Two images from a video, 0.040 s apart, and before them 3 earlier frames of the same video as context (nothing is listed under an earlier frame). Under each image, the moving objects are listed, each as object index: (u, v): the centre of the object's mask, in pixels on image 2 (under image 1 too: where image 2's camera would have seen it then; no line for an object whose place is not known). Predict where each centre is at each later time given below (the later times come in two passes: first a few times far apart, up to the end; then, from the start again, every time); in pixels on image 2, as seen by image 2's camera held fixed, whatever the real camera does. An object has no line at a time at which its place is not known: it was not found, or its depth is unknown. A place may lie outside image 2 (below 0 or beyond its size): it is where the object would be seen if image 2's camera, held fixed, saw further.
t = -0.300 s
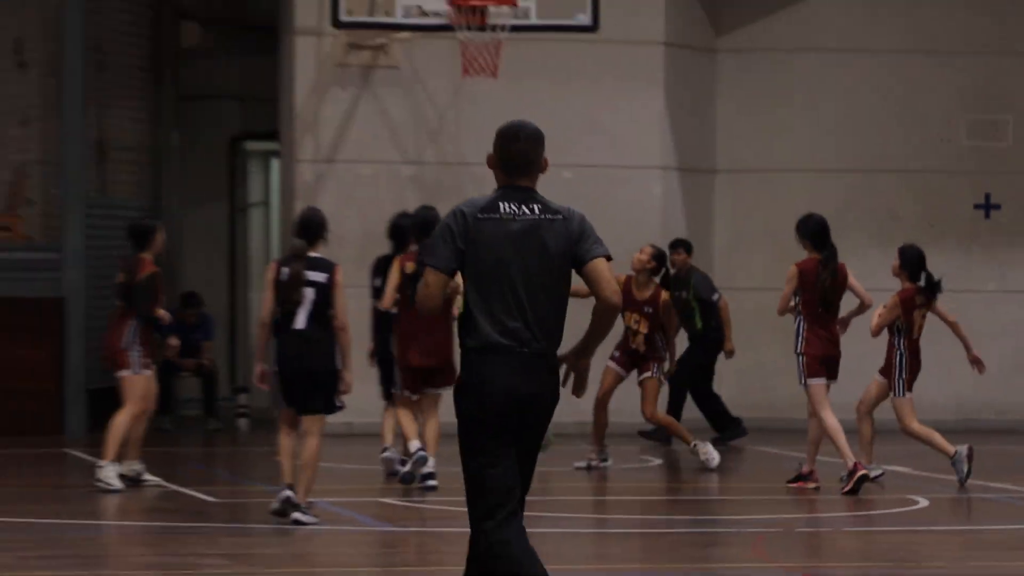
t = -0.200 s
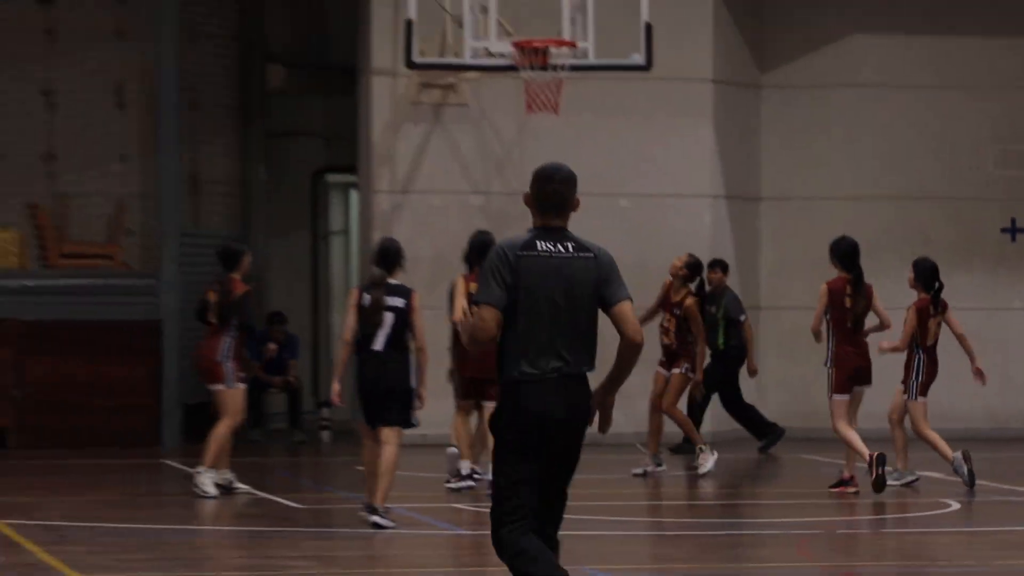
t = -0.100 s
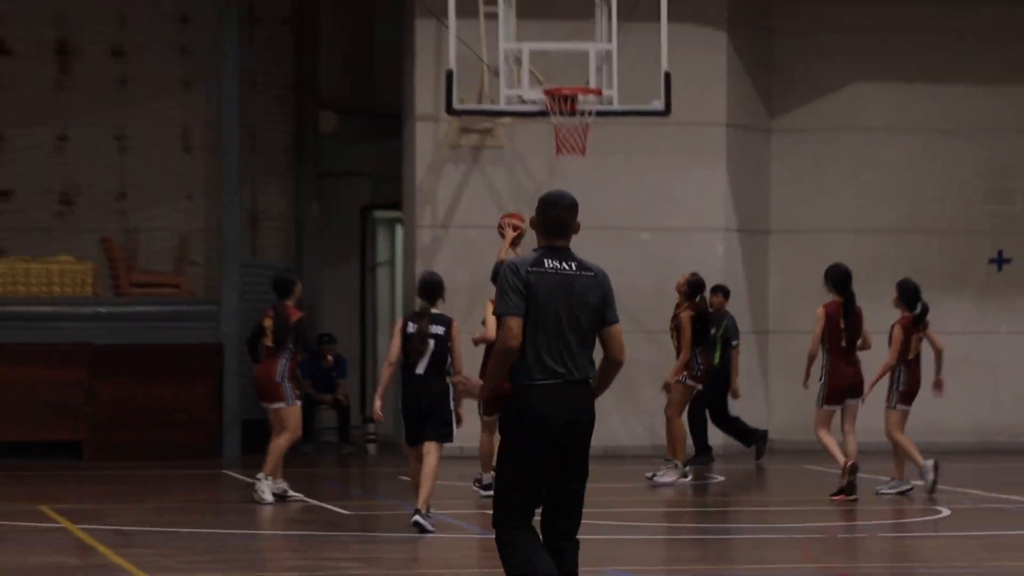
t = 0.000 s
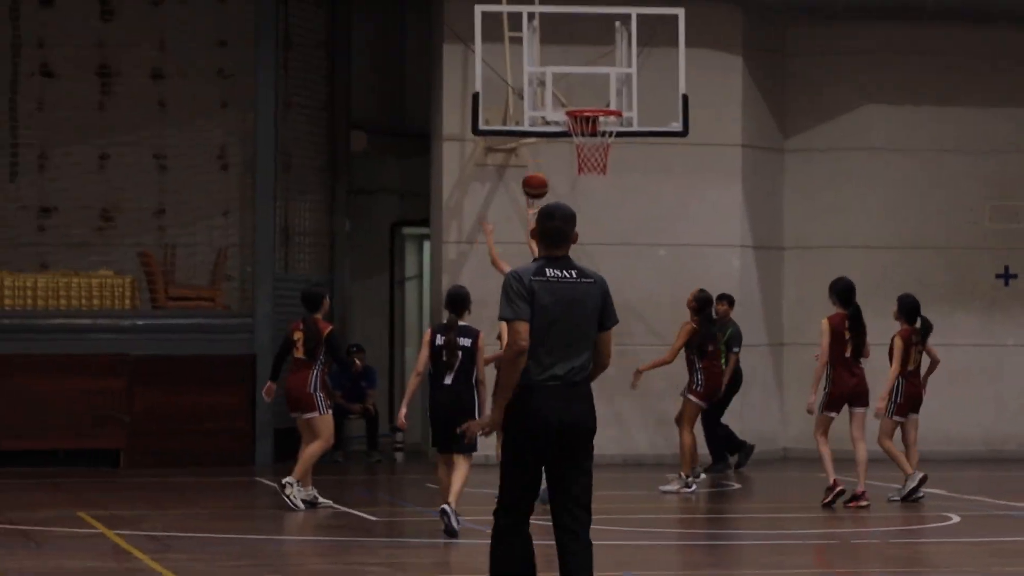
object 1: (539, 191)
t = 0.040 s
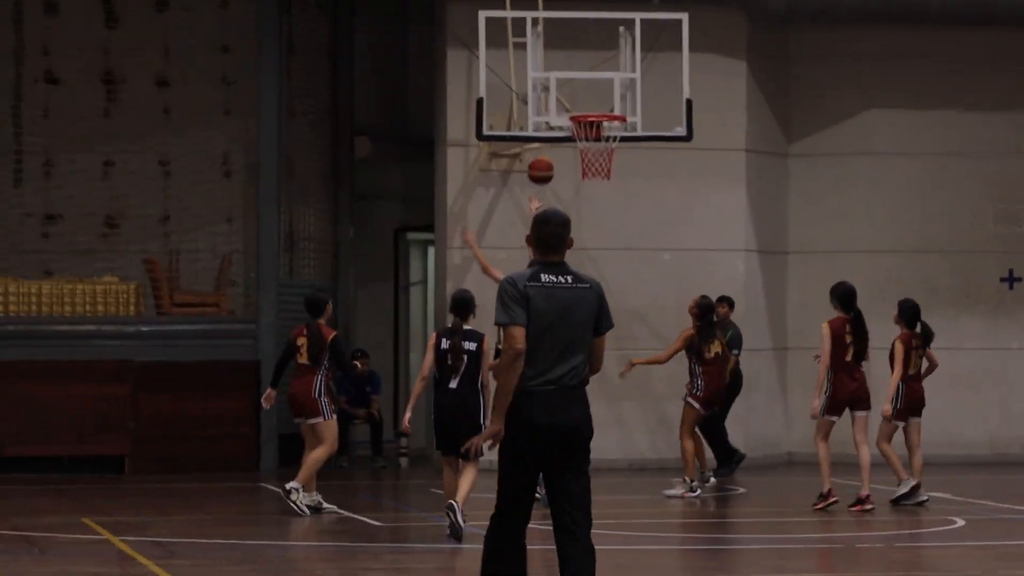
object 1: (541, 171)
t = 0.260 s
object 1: (548, 97)
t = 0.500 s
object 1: (566, 87)
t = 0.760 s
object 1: (585, 97)
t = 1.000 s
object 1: (600, 144)
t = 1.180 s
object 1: (607, 220)
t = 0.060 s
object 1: (541, 162)
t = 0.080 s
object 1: (542, 153)
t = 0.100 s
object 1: (543, 145)
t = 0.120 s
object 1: (543, 137)
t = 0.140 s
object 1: (544, 129)
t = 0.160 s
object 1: (545, 124)
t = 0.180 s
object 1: (545, 117)
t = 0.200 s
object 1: (546, 111)
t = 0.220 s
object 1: (547, 106)
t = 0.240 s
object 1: (547, 102)
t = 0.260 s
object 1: (548, 97)
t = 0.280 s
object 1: (549, 94)
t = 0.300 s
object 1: (550, 91)
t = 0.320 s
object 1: (552, 88)
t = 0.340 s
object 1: (553, 86)
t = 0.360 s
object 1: (555, 85)
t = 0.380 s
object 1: (556, 84)
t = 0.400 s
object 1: (558, 83)
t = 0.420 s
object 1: (560, 83)
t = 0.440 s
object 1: (561, 84)
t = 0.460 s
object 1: (563, 84)
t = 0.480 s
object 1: (565, 86)
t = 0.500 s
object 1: (566, 87)
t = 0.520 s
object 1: (568, 90)
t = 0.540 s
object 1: (569, 93)
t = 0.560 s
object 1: (570, 96)
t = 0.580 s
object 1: (572, 99)
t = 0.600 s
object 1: (574, 102)
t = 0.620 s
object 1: (575, 99)
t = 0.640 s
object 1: (577, 98)
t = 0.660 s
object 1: (578, 96)
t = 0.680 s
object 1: (579, 95)
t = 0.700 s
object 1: (580, 95)
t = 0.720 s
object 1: (582, 95)
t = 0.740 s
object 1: (583, 96)
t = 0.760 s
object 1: (585, 97)
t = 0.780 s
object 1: (586, 98)
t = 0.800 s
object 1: (587, 100)
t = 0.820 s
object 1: (588, 101)
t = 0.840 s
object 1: (590, 103)
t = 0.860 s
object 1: (591, 104)
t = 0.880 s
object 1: (592, 107)
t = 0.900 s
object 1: (593, 118)
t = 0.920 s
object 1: (595, 122)
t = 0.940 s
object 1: (596, 128)
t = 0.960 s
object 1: (598, 131)
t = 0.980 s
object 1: (599, 137)
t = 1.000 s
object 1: (600, 144)
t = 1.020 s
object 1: (602, 152)
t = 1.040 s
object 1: (603, 159)
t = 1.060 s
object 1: (604, 166)
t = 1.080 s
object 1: (604, 174)
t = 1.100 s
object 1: (605, 183)
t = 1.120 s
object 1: (605, 191)
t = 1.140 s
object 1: (605, 200)
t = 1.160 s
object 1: (605, 210)
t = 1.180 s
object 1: (607, 220)
